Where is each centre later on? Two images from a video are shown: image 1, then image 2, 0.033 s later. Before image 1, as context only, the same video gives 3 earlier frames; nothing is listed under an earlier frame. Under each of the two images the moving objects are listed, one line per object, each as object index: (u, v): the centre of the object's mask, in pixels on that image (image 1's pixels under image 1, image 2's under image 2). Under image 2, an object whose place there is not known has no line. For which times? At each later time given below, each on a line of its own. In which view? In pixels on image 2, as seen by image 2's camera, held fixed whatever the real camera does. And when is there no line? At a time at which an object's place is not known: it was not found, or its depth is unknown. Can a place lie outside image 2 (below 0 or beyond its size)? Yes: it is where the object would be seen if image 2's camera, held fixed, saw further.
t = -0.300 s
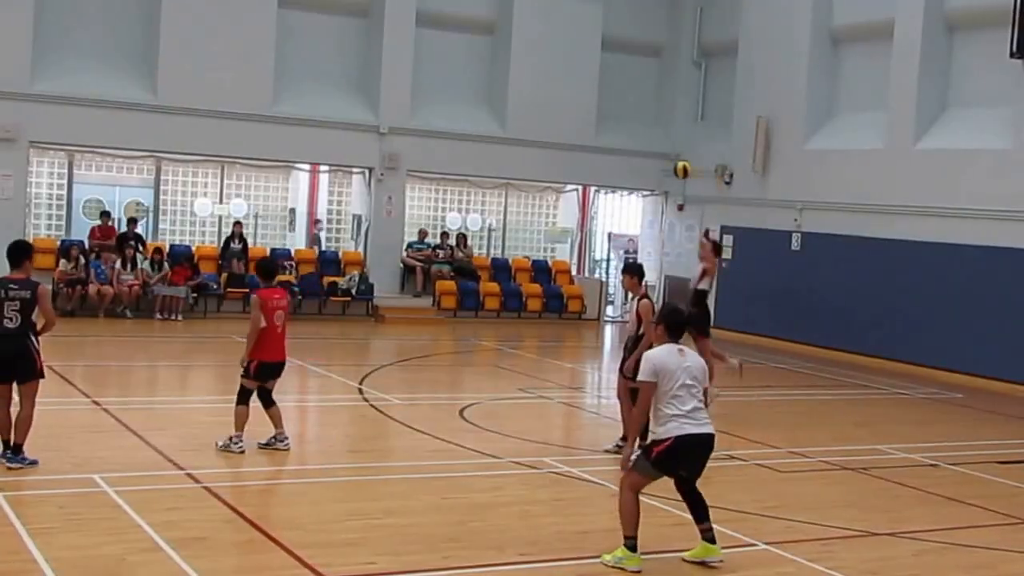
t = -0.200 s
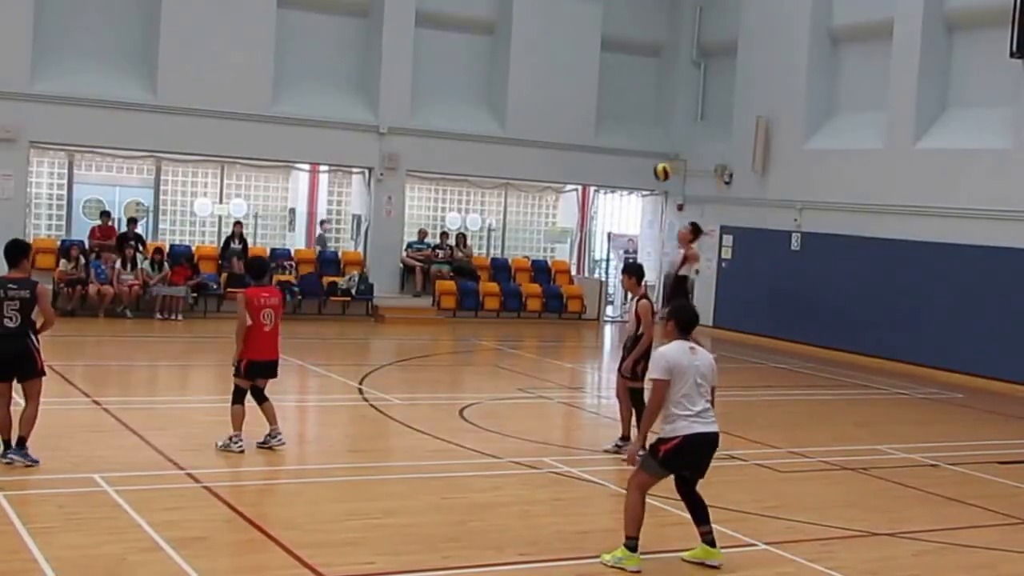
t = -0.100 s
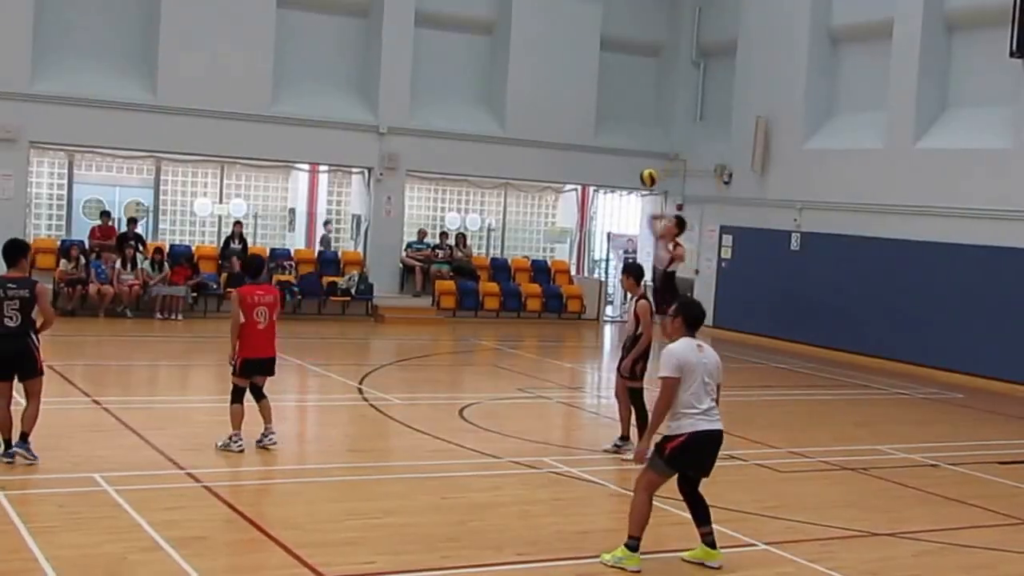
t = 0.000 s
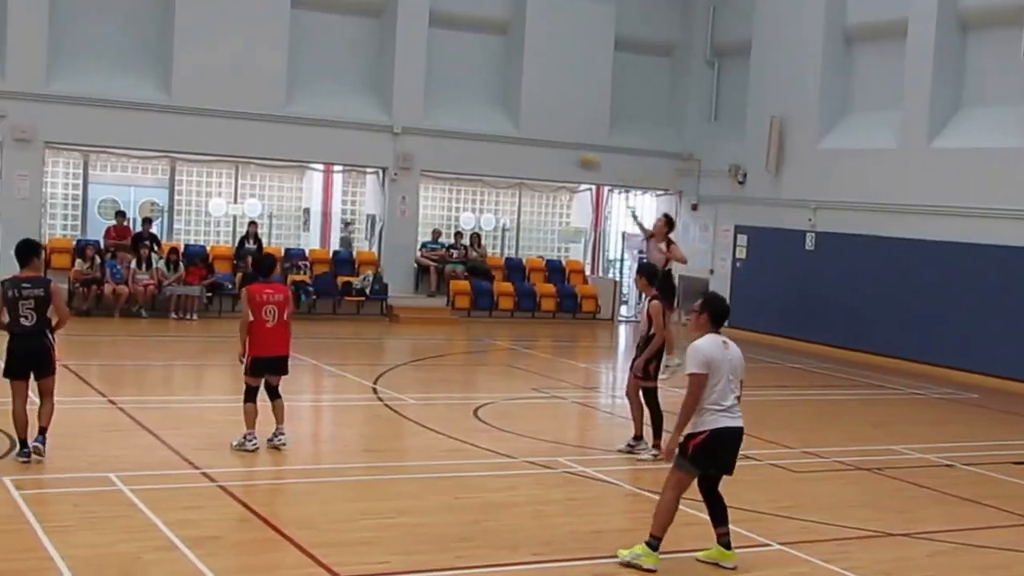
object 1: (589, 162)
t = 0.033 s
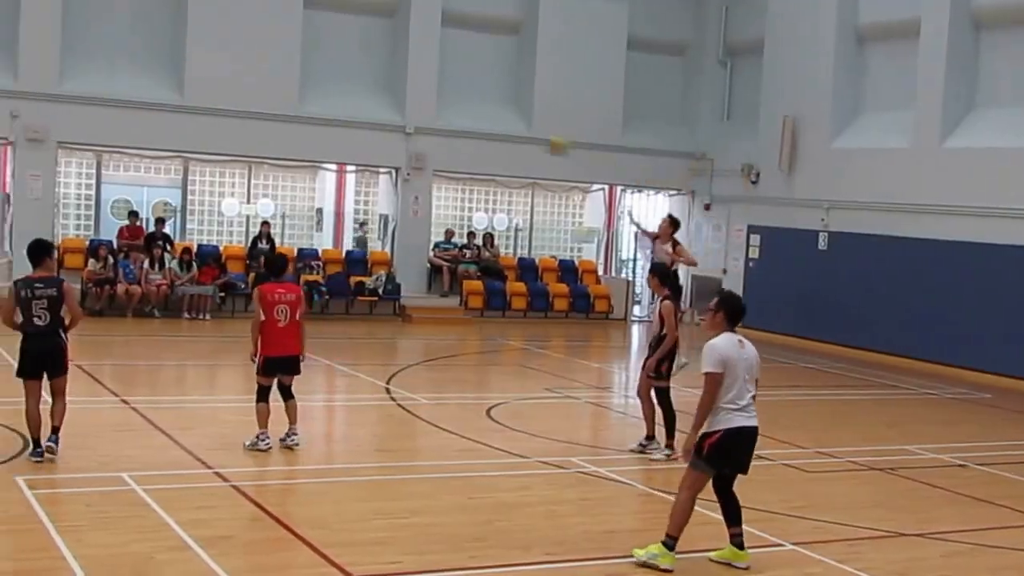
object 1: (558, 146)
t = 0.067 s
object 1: (516, 133)
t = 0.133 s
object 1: (433, 107)
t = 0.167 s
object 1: (390, 96)
